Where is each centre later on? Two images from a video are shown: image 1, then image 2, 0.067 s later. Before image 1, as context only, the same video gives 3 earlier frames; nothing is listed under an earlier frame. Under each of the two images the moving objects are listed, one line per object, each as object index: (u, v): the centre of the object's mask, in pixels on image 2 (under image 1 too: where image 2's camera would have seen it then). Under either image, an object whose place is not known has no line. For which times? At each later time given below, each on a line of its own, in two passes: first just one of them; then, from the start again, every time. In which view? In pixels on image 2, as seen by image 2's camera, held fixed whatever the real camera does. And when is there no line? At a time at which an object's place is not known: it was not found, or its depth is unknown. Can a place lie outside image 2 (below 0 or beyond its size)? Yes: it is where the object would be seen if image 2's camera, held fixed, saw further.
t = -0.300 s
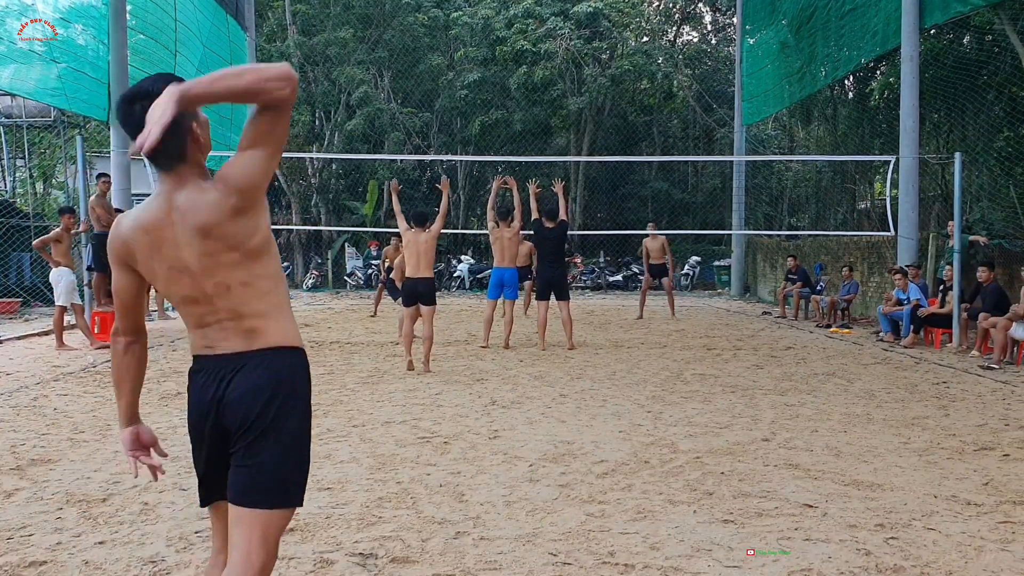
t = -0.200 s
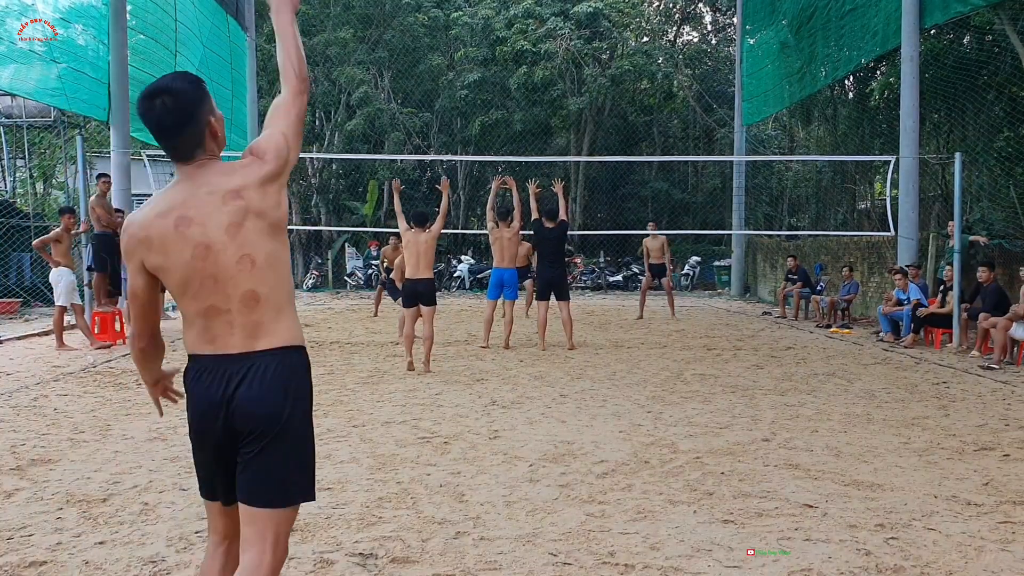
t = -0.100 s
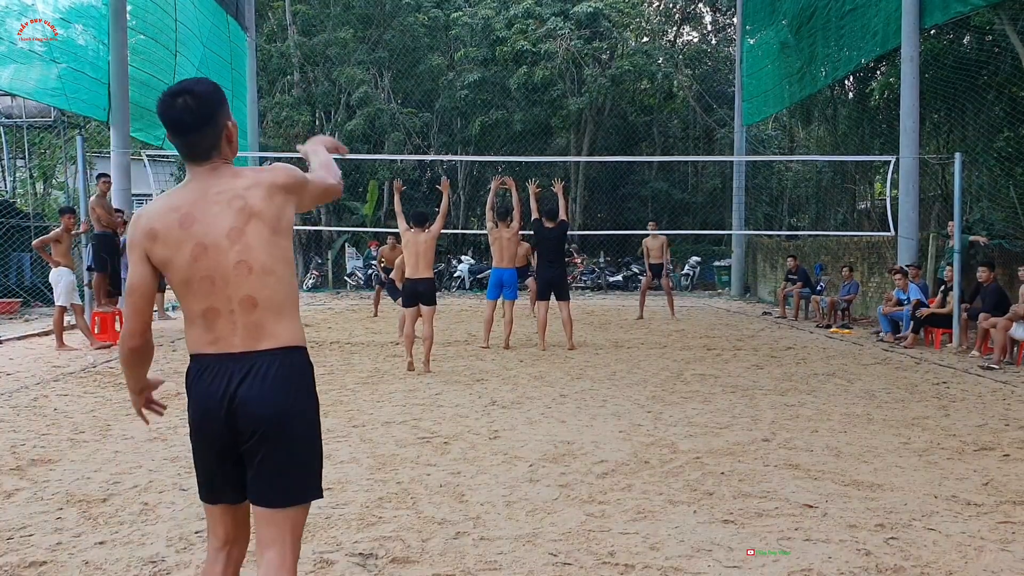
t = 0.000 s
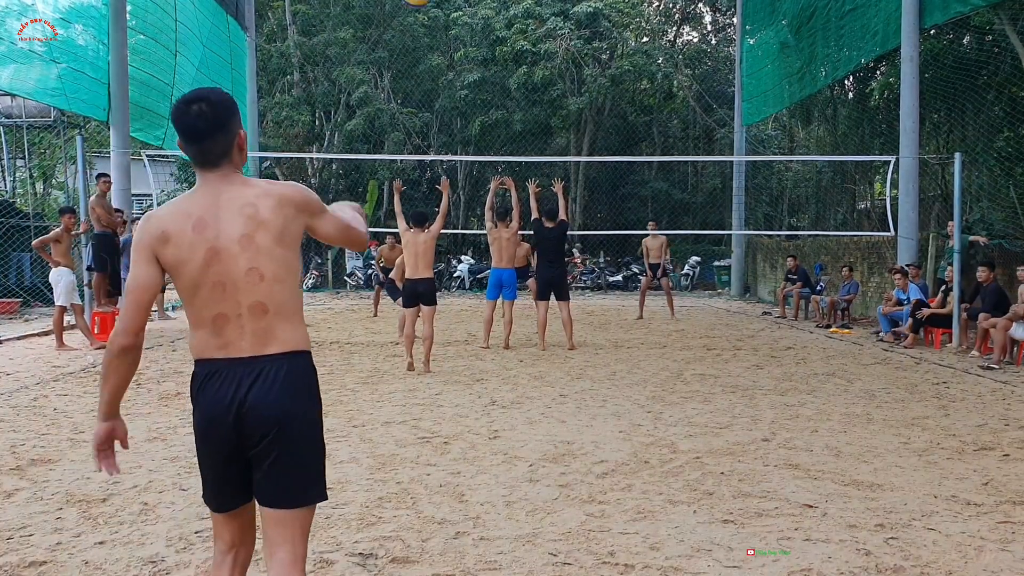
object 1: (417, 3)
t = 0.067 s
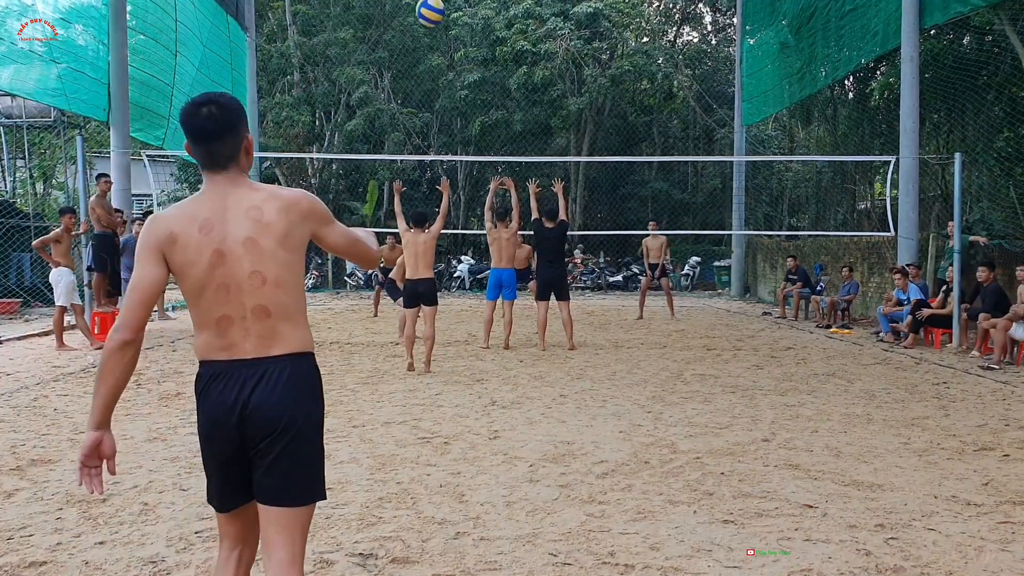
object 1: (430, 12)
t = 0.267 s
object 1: (453, 80)
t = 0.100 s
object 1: (436, 22)
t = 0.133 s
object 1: (440, 33)
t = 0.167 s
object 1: (445, 45)
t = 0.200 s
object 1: (448, 57)
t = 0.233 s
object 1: (450, 68)
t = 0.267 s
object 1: (453, 80)
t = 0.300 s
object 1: (456, 91)
